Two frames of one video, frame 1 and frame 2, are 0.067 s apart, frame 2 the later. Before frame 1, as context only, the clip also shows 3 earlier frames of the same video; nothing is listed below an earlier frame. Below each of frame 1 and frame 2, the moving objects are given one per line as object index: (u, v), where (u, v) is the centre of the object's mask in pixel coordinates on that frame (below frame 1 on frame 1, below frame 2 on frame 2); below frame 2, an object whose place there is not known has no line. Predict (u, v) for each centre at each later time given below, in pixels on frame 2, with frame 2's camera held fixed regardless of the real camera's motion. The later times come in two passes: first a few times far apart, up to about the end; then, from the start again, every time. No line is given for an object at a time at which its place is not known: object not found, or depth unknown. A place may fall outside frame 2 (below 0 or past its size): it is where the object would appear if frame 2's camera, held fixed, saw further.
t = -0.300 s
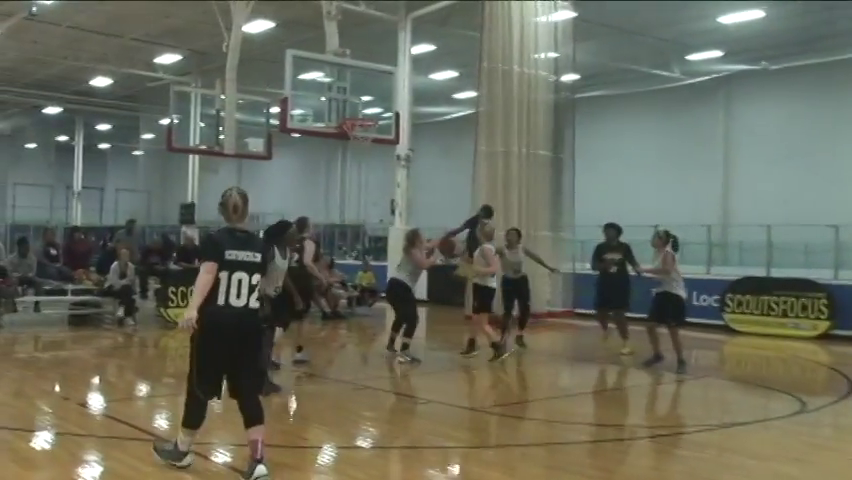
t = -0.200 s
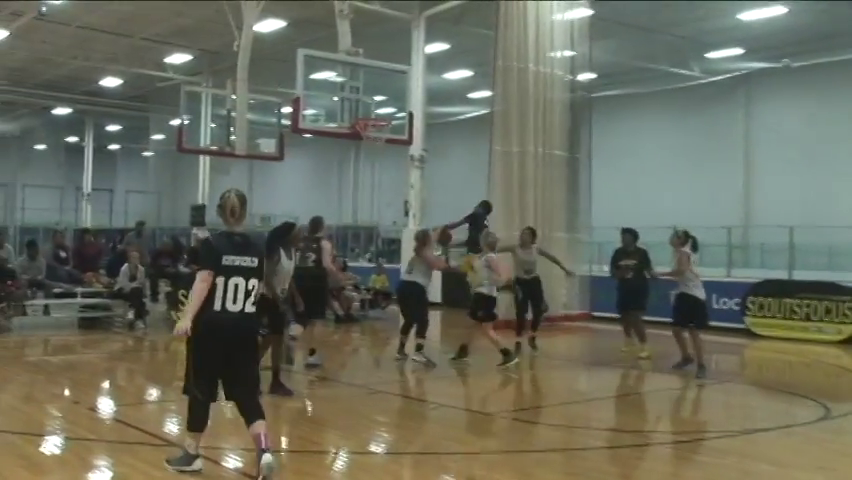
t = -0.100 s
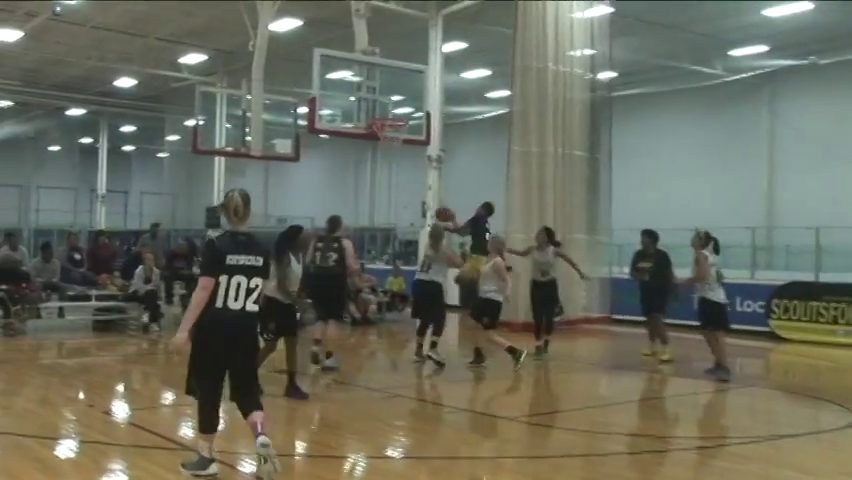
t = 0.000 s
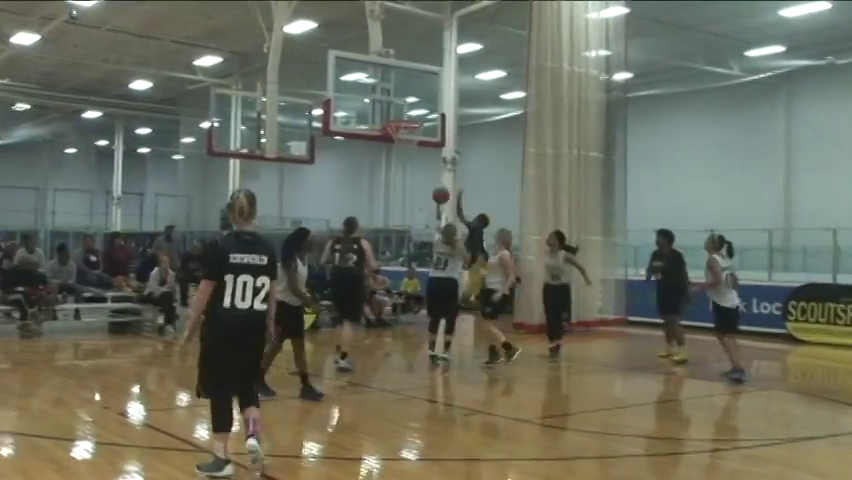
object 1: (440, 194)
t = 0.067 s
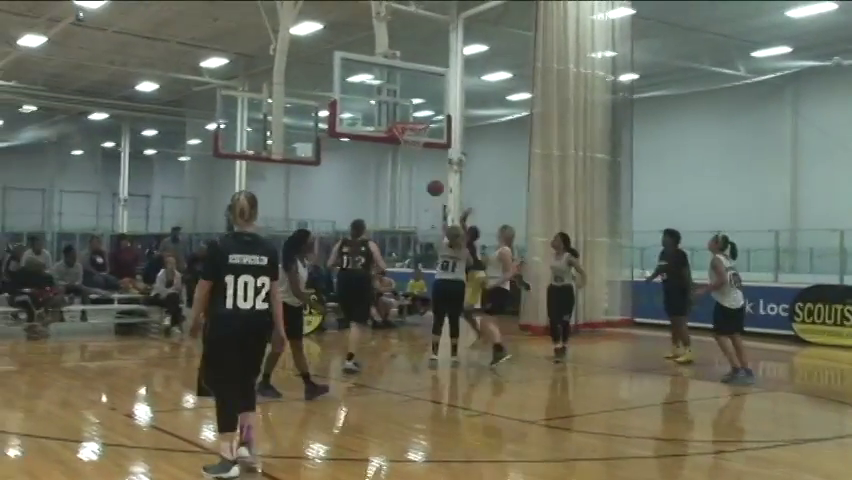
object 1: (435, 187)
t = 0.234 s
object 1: (408, 179)
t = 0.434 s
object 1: (375, 194)
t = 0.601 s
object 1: (351, 224)
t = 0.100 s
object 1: (430, 184)
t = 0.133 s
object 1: (424, 181)
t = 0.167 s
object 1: (419, 180)
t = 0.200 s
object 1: (413, 179)
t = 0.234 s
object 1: (408, 179)
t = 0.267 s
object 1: (402, 179)
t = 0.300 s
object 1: (396, 181)
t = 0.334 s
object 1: (391, 182)
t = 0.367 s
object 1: (386, 185)
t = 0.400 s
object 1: (380, 189)
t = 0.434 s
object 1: (375, 194)
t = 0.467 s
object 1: (370, 198)
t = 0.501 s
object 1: (365, 204)
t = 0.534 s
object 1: (360, 210)
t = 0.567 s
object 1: (355, 217)
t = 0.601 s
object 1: (351, 224)
